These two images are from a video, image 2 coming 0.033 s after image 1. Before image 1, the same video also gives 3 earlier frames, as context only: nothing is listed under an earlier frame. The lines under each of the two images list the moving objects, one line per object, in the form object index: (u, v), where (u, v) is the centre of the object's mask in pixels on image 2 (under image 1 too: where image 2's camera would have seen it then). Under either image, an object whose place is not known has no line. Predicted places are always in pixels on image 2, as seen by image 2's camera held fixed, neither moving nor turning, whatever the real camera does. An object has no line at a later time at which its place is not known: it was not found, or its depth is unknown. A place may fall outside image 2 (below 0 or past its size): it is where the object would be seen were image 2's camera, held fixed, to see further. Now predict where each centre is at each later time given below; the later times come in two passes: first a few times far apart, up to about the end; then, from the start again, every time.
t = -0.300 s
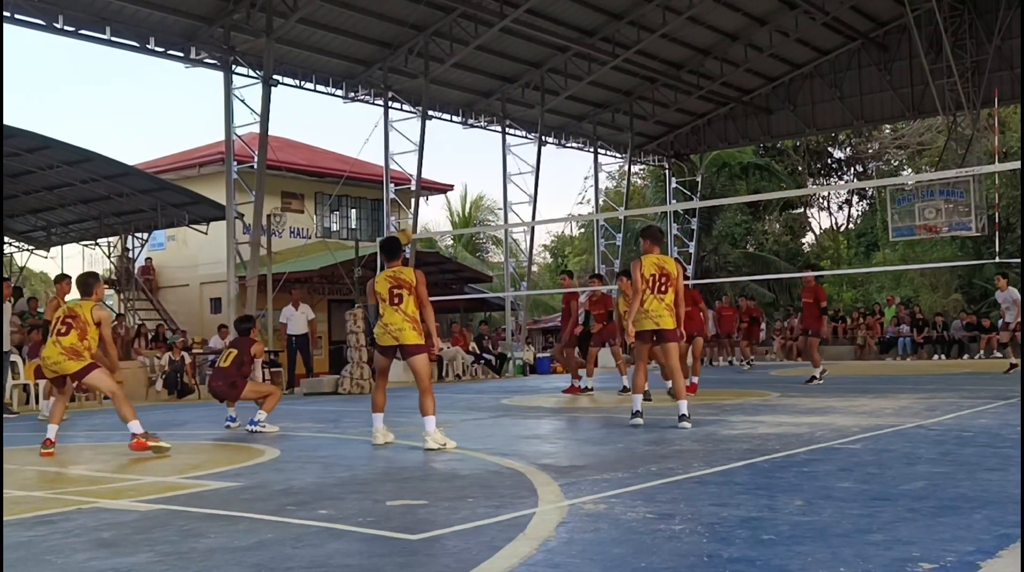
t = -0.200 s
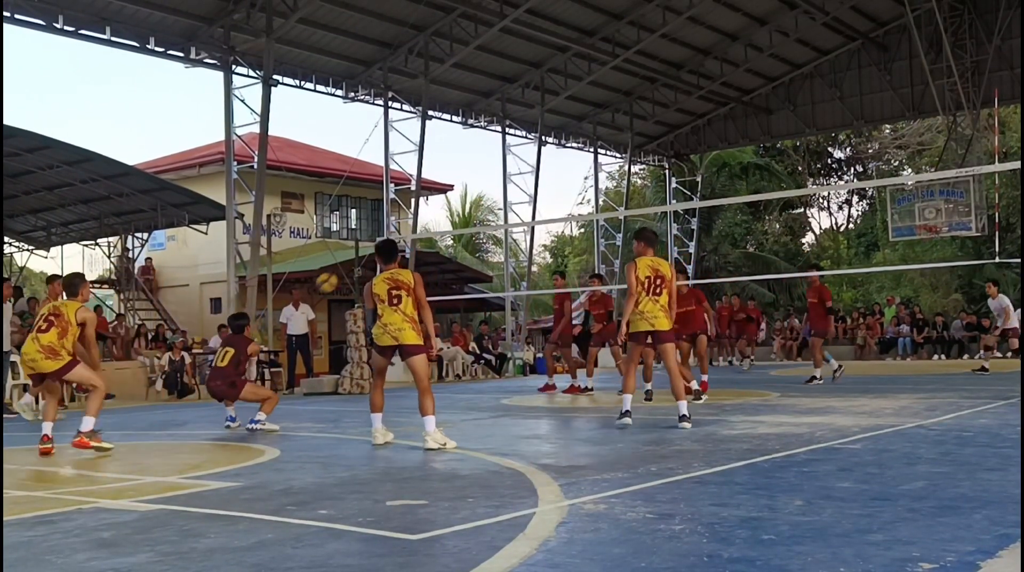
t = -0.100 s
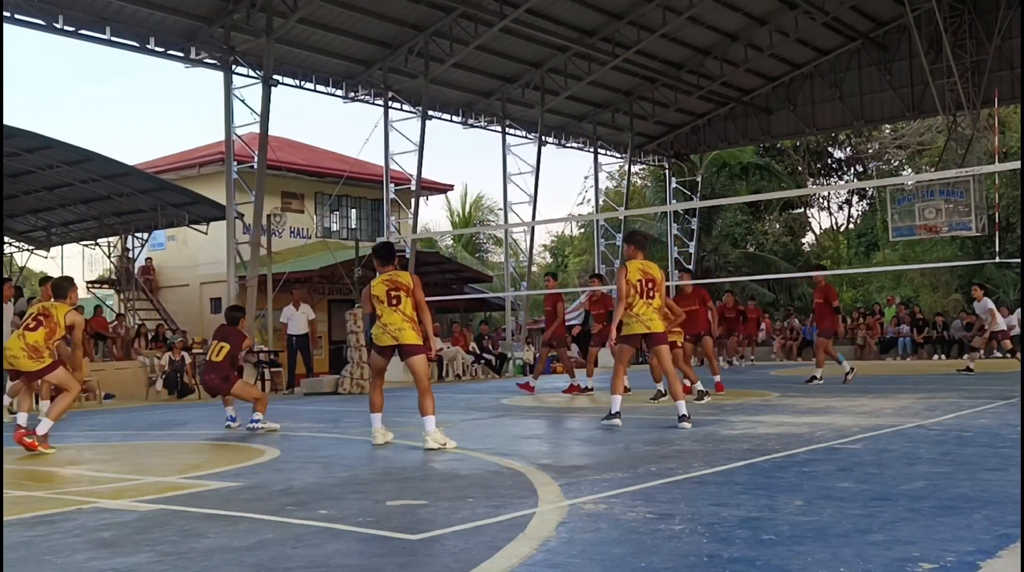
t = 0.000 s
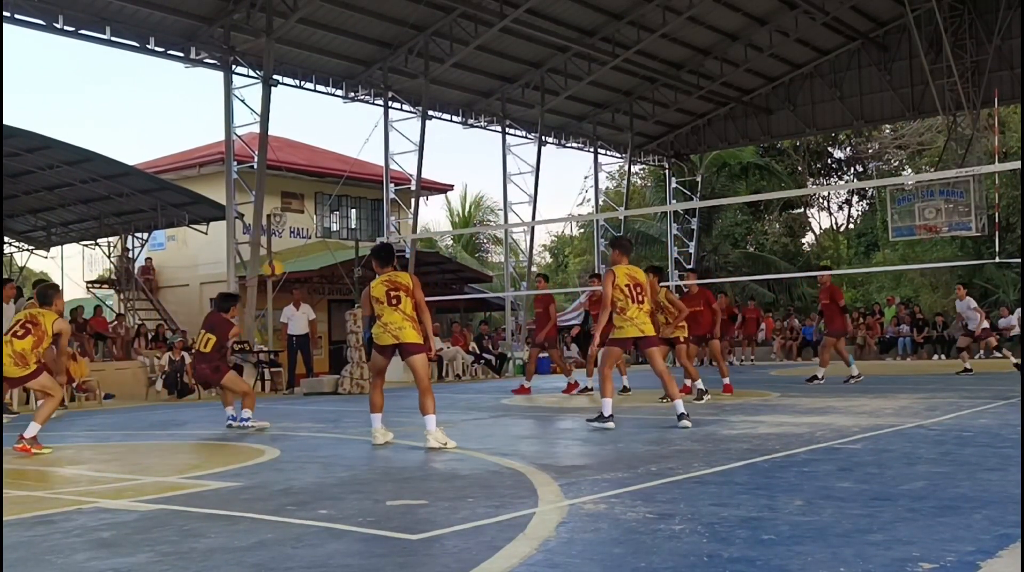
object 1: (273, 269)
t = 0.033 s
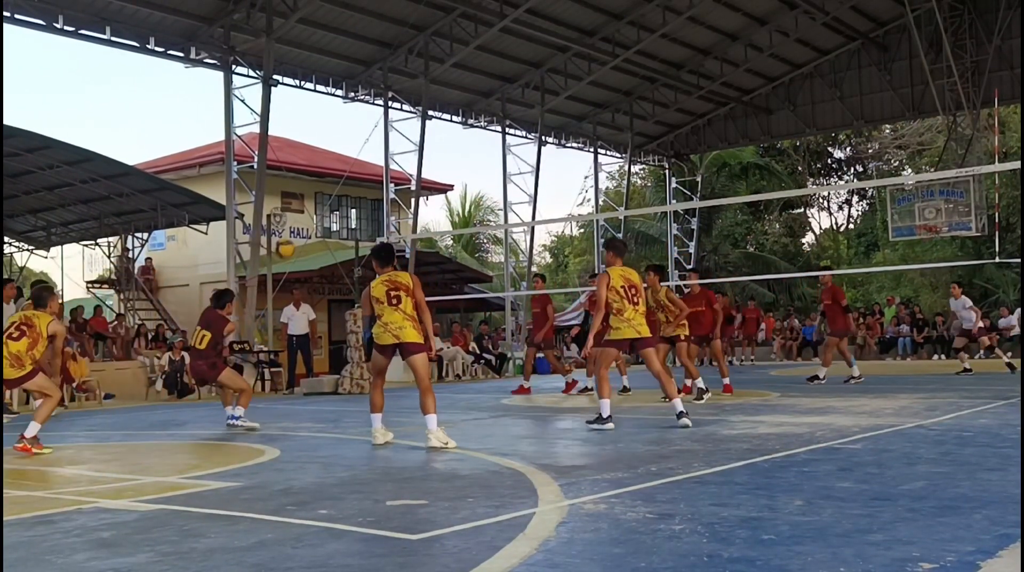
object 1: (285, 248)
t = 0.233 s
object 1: (350, 144)
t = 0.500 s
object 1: (434, 68)
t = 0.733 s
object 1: (504, 56)
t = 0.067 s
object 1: (295, 228)
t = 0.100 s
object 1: (307, 209)
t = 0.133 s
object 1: (317, 190)
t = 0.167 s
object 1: (329, 174)
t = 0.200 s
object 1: (340, 159)
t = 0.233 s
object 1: (350, 144)
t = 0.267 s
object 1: (361, 131)
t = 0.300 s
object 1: (371, 119)
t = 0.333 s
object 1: (382, 108)
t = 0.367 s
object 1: (393, 97)
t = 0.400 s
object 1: (403, 89)
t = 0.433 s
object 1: (413, 81)
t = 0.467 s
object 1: (424, 75)
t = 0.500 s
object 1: (434, 68)
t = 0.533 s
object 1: (444, 64)
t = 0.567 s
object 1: (454, 60)
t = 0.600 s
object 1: (464, 58)
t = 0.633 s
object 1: (474, 56)
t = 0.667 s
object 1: (484, 55)
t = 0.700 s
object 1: (494, 56)
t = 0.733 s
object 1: (504, 56)
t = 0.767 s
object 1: (514, 59)
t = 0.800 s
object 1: (524, 62)
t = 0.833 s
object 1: (534, 67)
